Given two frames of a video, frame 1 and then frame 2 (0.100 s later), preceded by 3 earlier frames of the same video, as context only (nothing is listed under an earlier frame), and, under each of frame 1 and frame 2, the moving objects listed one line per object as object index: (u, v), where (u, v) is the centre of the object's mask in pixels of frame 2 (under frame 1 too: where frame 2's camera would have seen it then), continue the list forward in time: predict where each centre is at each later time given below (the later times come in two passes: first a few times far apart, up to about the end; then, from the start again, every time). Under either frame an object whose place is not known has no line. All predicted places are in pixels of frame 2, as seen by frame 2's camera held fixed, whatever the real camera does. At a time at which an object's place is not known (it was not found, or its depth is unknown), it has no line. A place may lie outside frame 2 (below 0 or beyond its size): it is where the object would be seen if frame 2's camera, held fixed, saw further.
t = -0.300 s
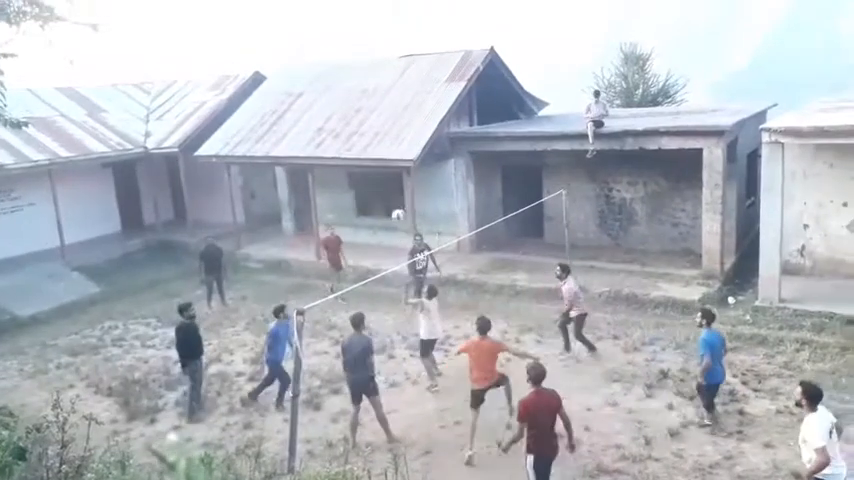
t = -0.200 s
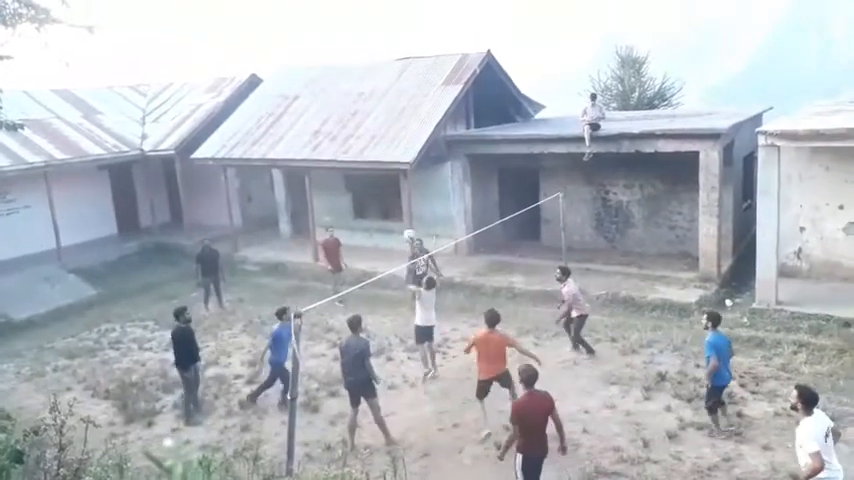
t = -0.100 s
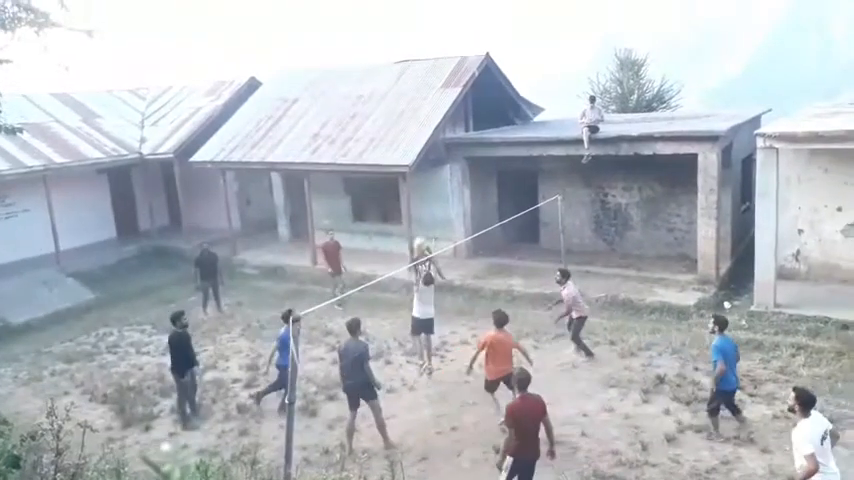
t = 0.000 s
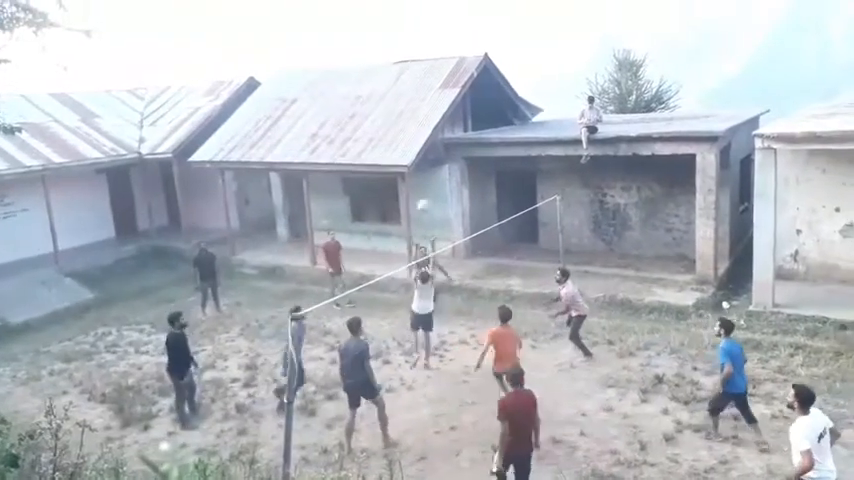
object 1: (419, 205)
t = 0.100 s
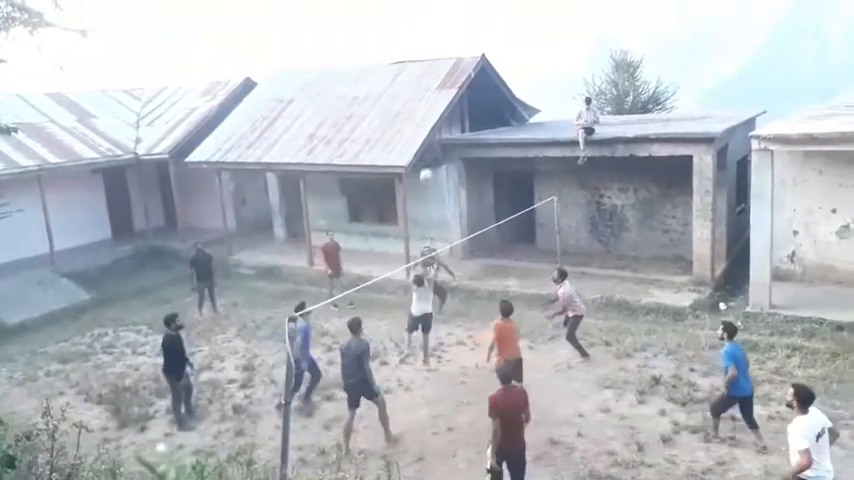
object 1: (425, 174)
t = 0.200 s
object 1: (432, 150)
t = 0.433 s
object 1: (447, 116)
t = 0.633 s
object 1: (459, 112)
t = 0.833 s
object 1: (472, 130)
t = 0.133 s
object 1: (428, 166)
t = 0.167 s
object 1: (430, 158)
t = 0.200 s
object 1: (432, 150)
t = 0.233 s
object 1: (434, 144)
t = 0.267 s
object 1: (435, 137)
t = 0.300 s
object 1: (438, 131)
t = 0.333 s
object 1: (439, 127)
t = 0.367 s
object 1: (442, 123)
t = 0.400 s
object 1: (444, 119)
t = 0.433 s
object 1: (447, 116)
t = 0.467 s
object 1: (449, 114)
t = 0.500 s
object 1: (451, 112)
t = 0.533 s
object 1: (453, 112)
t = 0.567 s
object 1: (455, 111)
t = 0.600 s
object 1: (457, 111)
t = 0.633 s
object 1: (459, 112)
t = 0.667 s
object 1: (461, 114)
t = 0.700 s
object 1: (464, 116)
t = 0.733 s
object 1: (466, 120)
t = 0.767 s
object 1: (468, 122)
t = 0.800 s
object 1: (471, 127)
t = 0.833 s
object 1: (472, 130)
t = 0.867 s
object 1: (474, 135)
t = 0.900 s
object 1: (477, 142)
